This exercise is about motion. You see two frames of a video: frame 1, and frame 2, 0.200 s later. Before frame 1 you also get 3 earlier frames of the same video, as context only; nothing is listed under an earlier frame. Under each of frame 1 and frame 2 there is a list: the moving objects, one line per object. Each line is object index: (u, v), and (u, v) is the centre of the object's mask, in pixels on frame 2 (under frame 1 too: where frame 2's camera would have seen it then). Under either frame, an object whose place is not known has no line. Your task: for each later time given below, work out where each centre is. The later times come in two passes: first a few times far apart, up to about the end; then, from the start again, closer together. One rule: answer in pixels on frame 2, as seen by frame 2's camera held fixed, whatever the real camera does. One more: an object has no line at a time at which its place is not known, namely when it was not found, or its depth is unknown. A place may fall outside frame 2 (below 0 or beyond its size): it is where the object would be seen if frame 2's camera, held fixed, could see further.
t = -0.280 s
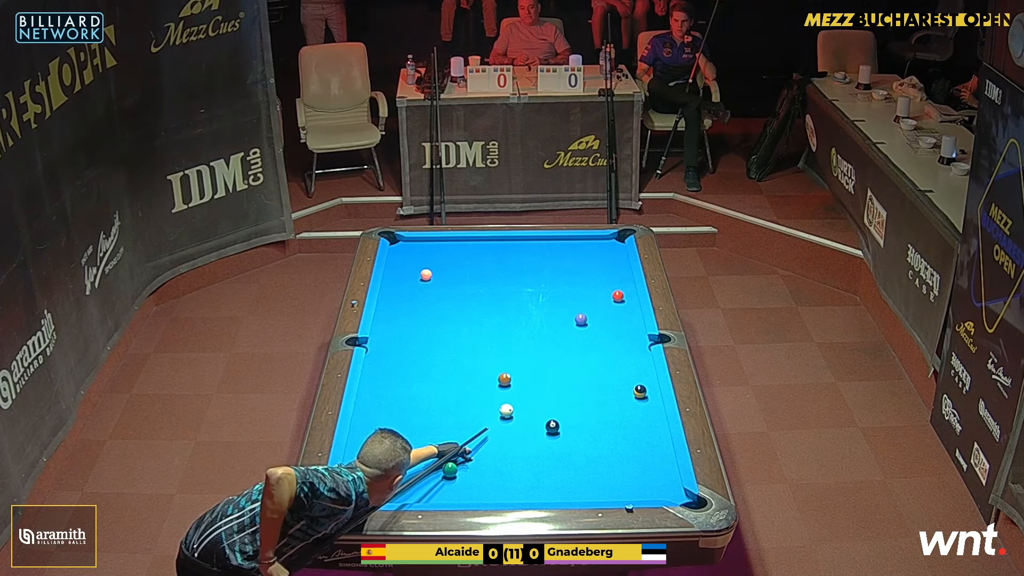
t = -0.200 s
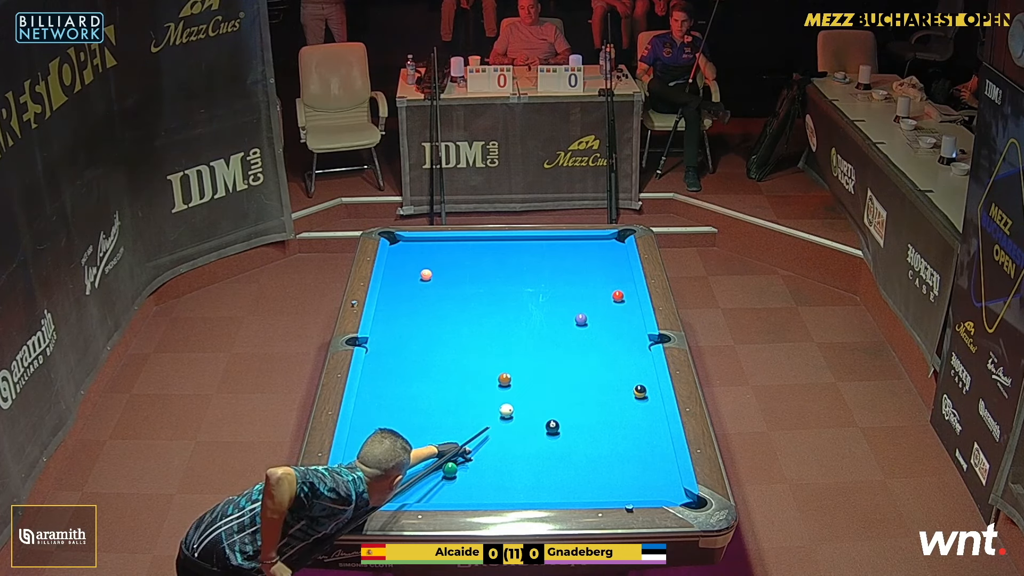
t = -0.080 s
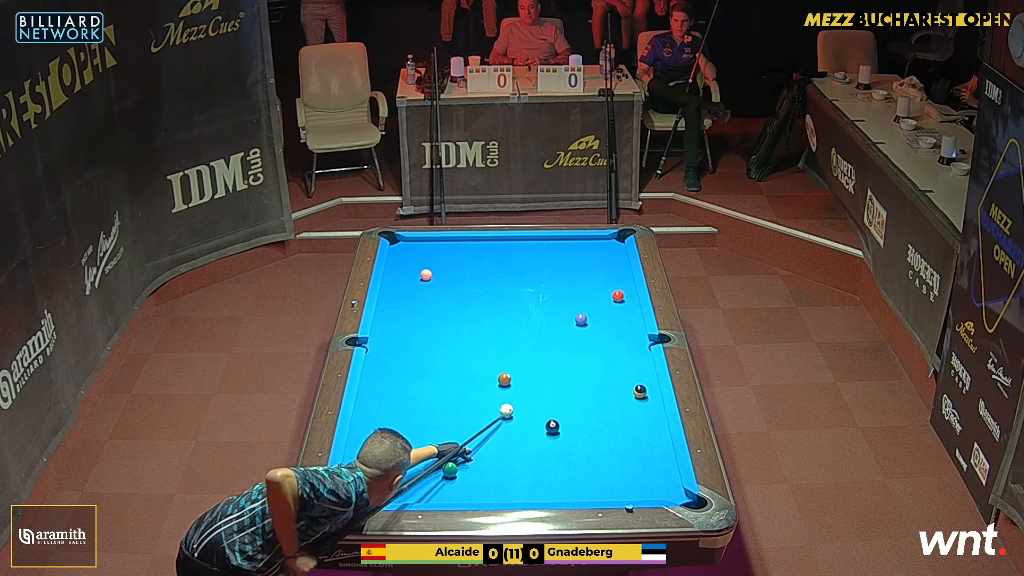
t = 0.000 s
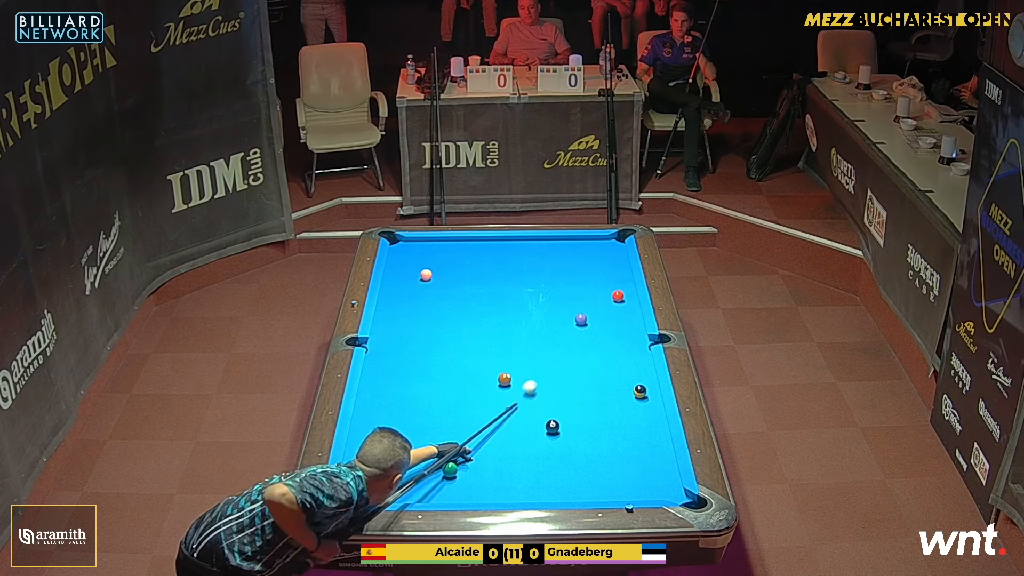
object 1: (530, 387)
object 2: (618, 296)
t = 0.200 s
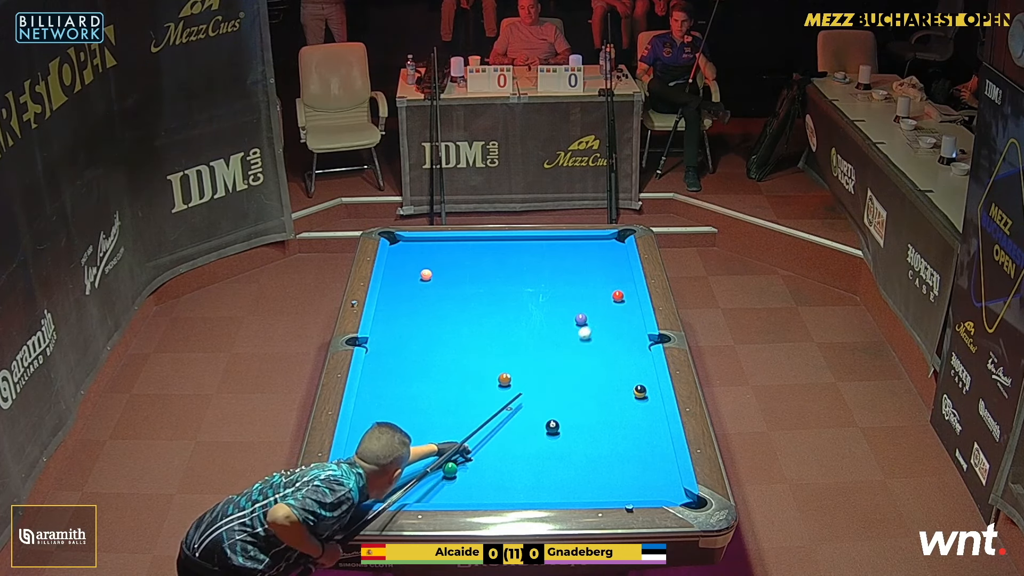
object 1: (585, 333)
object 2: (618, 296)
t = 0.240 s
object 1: (594, 324)
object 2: (618, 296)
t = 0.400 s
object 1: (625, 301)
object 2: (620, 288)
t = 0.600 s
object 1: (623, 303)
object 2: (623, 256)
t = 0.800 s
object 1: (611, 305)
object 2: (619, 238)
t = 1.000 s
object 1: (599, 307)
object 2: (616, 238)
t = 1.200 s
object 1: (588, 309)
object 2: (620, 241)
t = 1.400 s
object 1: (576, 311)
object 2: (618, 243)
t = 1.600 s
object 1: (566, 314)
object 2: (615, 245)
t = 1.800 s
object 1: (557, 316)
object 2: (614, 246)
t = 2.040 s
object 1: (546, 318)
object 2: (612, 248)
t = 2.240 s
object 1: (537, 320)
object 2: (611, 249)
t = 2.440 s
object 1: (529, 321)
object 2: (610, 250)
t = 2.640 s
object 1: (522, 323)
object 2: (609, 251)
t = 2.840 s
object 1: (515, 324)
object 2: (608, 252)
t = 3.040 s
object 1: (509, 325)
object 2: (608, 252)
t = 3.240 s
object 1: (503, 326)
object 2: (608, 252)
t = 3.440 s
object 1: (498, 327)
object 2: (608, 252)
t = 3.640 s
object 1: (494, 328)
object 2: (608, 252)
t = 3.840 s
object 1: (490, 329)
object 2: (608, 252)
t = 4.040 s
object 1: (486, 329)
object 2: (608, 252)
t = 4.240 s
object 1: (484, 329)
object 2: (608, 252)
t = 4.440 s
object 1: (482, 330)
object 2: (608, 252)
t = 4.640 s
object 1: (480, 330)
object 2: (608, 252)
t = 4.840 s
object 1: (480, 330)
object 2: (608, 252)
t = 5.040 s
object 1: (479, 330)
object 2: (608, 252)
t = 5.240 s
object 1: (479, 330)
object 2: (608, 252)
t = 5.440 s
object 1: (479, 330)
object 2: (608, 252)
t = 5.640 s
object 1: (479, 330)
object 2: (608, 252)
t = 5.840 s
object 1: (479, 330)
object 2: (608, 252)
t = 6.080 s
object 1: (479, 330)
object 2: (608, 252)
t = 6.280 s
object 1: (479, 330)
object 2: (608, 252)
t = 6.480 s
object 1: (479, 330)
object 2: (608, 252)
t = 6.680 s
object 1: (479, 330)
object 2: (608, 252)
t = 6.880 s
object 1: (479, 330)
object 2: (608, 252)
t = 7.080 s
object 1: (479, 330)
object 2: (608, 252)
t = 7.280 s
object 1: (479, 330)
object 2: (608, 252)
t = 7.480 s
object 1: (479, 330)
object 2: (608, 252)
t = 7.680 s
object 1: (479, 330)
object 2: (608, 252)
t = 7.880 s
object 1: (479, 330)
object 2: (608, 252)
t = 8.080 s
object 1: (479, 330)
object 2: (608, 252)
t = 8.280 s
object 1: (479, 330)
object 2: (608, 252)
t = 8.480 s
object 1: (479, 330)
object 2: (608, 252)
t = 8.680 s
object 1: (479, 330)
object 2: (608, 252)
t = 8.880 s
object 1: (479, 330)
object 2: (608, 252)
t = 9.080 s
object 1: (479, 330)
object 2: (608, 252)
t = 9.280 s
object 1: (479, 330)
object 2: (608, 252)
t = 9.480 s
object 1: (479, 330)
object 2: (608, 252)
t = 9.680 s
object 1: (479, 330)
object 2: (608, 252)
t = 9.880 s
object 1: (479, 330)
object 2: (608, 252)
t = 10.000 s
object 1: (479, 330)
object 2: (608, 252)
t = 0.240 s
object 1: (594, 324)
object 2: (618, 296)
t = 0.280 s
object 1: (603, 315)
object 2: (618, 296)
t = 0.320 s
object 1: (611, 307)
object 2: (618, 296)
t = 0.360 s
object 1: (619, 301)
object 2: (618, 292)
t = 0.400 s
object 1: (625, 301)
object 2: (620, 288)
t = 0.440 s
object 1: (631, 301)
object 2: (621, 280)
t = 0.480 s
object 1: (632, 301)
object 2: (622, 274)
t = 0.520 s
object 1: (628, 302)
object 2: (623, 267)
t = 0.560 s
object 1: (626, 302)
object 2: (624, 261)
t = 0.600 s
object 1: (623, 303)
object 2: (623, 256)
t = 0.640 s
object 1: (621, 303)
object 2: (620, 251)
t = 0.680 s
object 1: (618, 304)
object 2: (618, 246)
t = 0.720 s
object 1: (616, 304)
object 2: (615, 242)
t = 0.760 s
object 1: (613, 304)
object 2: (613, 238)
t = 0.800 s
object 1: (611, 305)
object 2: (619, 238)
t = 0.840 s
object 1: (608, 305)
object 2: (622, 238)
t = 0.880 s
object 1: (606, 306)
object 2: (619, 238)
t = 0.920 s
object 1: (604, 306)
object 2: (615, 237)
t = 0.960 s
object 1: (601, 307)
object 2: (615, 237)
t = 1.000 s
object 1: (599, 307)
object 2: (616, 238)
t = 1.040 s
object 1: (597, 308)
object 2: (617, 239)
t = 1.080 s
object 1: (594, 308)
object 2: (617, 239)
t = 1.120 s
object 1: (592, 309)
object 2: (618, 240)
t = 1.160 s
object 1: (590, 309)
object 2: (619, 240)
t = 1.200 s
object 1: (588, 309)
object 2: (620, 241)
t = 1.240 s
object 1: (586, 310)
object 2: (620, 242)
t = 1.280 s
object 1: (583, 310)
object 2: (619, 242)
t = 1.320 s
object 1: (581, 310)
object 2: (619, 242)
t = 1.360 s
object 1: (578, 310)
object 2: (618, 243)
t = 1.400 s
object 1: (576, 311)
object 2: (618, 243)
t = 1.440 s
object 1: (574, 312)
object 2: (617, 244)
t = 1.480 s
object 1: (572, 312)
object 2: (617, 244)
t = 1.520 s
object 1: (570, 313)
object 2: (616, 244)
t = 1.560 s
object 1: (568, 313)
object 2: (616, 245)
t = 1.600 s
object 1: (566, 314)
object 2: (615, 245)
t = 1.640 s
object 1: (564, 314)
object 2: (615, 245)
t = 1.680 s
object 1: (562, 315)
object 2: (615, 246)
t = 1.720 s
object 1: (561, 315)
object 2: (614, 246)
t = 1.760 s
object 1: (559, 315)
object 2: (614, 246)
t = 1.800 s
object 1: (557, 316)
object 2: (614, 246)
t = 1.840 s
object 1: (555, 316)
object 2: (613, 247)
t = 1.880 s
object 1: (553, 317)
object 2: (613, 247)
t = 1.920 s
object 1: (551, 317)
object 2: (613, 247)
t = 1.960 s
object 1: (549, 317)
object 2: (612, 247)
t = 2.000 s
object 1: (548, 318)
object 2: (612, 248)
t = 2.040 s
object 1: (546, 318)
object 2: (612, 248)
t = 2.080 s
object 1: (544, 318)
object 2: (612, 248)
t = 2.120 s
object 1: (542, 319)
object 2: (612, 248)
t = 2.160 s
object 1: (540, 319)
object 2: (611, 248)
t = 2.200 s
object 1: (539, 319)
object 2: (611, 248)
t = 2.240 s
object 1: (537, 320)
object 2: (611, 249)
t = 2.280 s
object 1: (536, 320)
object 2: (611, 249)
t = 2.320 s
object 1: (534, 321)
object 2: (611, 249)
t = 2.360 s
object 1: (532, 321)
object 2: (611, 249)
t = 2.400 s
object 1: (531, 321)
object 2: (610, 249)
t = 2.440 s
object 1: (529, 321)
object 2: (610, 250)
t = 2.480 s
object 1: (528, 322)
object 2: (610, 250)
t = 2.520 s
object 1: (526, 322)
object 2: (609, 250)
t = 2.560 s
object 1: (525, 322)
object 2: (609, 251)
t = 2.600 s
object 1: (523, 323)
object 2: (609, 251)
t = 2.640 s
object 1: (522, 323)
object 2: (609, 251)
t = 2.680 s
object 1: (520, 323)
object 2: (609, 251)
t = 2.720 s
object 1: (519, 323)
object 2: (609, 252)
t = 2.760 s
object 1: (518, 324)
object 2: (608, 251)
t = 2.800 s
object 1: (516, 324)
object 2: (608, 251)
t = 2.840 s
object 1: (515, 324)
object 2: (608, 252)
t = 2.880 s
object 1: (513, 324)
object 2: (608, 252)
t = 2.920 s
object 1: (512, 325)
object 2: (608, 252)
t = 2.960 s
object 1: (511, 325)
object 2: (608, 252)
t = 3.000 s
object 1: (510, 325)
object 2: (608, 252)
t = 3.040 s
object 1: (509, 325)
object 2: (608, 252)
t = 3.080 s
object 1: (507, 326)
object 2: (608, 252)
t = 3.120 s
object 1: (506, 326)
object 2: (608, 252)
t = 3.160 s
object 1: (505, 326)
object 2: (608, 252)
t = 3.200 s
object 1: (504, 326)
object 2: (608, 252)
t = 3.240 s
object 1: (503, 326)
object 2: (608, 252)
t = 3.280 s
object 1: (502, 327)
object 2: (608, 252)
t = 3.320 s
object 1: (501, 327)
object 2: (608, 252)
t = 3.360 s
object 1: (500, 327)
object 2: (608, 252)
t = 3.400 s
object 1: (499, 327)
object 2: (608, 252)
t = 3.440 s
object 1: (498, 327)
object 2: (608, 252)
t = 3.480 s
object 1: (497, 328)
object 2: (608, 252)
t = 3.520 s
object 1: (496, 328)
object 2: (608, 252)
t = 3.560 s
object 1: (495, 328)
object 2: (608, 252)
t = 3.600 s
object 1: (495, 328)
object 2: (608, 252)
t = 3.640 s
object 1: (494, 328)
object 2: (608, 252)
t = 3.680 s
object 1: (493, 328)
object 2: (608, 252)
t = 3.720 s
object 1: (492, 328)
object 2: (608, 252)
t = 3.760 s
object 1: (491, 328)
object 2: (608, 252)
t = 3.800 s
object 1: (490, 329)
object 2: (608, 252)
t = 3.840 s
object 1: (490, 329)
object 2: (608, 252)
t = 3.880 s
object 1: (489, 329)
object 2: (608, 252)
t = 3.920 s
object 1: (488, 329)
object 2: (608, 252)
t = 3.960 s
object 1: (488, 329)
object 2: (608, 252)
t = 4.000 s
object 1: (487, 329)
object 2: (608, 252)
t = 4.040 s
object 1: (486, 329)
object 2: (608, 252)
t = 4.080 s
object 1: (486, 329)
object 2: (608, 252)
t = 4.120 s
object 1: (485, 329)
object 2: (608, 252)
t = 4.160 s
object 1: (485, 329)
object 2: (608, 252)
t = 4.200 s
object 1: (484, 329)
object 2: (608, 252)
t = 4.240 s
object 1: (484, 329)
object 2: (608, 252)
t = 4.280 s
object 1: (483, 329)
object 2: (608, 252)
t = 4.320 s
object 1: (483, 329)
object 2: (608, 252)
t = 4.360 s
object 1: (482, 330)
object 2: (608, 252)
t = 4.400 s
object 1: (482, 330)
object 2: (608, 252)
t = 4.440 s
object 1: (482, 330)
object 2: (608, 252)
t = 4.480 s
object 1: (481, 330)
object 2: (608, 252)
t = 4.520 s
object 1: (481, 330)
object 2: (608, 252)
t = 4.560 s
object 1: (481, 330)
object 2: (608, 252)
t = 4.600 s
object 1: (481, 330)
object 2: (608, 252)
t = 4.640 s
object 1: (480, 330)
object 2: (608, 252)
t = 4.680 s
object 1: (480, 330)
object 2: (608, 252)
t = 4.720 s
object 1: (480, 330)
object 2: (608, 252)
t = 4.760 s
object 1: (480, 330)
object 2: (608, 252)
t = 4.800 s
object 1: (480, 330)
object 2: (608, 252)
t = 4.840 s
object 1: (480, 330)
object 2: (608, 252)
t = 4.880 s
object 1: (480, 330)
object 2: (608, 252)
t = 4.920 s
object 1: (479, 330)
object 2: (608, 252)
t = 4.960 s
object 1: (479, 330)
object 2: (608, 252)
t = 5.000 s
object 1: (479, 330)
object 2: (608, 252)
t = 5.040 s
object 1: (479, 330)
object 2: (608, 252)
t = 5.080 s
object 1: (479, 330)
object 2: (608, 252)
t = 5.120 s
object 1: (479, 330)
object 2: (608, 252)
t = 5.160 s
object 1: (479, 330)
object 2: (608, 252)
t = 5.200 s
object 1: (479, 330)
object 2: (608, 252)
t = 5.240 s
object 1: (479, 330)
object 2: (608, 252)
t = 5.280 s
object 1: (479, 330)
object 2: (608, 252)
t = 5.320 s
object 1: (479, 330)
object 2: (608, 252)
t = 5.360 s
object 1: (479, 330)
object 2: (608, 252)
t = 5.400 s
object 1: (479, 330)
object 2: (608, 252)
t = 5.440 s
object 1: (479, 330)
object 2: (608, 252)
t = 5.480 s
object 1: (479, 330)
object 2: (608, 252)
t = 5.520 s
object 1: (479, 330)
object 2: (608, 252)
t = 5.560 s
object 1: (479, 330)
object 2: (608, 252)
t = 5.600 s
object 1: (479, 330)
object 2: (608, 252)
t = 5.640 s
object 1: (479, 330)
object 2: (608, 252)
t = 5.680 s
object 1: (479, 330)
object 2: (608, 252)
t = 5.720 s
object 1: (479, 330)
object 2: (608, 252)
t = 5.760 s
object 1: (479, 330)
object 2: (608, 252)
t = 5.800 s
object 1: (479, 330)
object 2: (608, 252)
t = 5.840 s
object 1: (479, 330)
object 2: (608, 252)
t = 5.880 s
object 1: (479, 330)
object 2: (608, 252)
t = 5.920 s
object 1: (479, 330)
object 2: (608, 252)
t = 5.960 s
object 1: (479, 330)
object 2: (608, 252)
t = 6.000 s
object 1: (479, 330)
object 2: (608, 252)
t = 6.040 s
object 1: (479, 330)
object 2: (608, 252)
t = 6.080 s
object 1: (479, 330)
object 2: (608, 252)
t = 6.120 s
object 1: (479, 330)
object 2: (608, 252)
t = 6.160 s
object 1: (479, 330)
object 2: (608, 252)
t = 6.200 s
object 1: (479, 330)
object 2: (608, 252)
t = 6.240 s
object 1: (479, 330)
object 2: (608, 252)
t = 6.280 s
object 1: (479, 330)
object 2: (608, 252)
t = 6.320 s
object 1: (479, 330)
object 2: (608, 252)
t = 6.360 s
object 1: (479, 330)
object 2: (608, 252)
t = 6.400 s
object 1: (479, 330)
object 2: (608, 252)
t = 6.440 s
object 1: (479, 330)
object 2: (608, 252)
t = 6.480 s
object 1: (479, 330)
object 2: (608, 252)
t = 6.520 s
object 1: (479, 330)
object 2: (608, 252)
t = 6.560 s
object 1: (479, 330)
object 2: (608, 252)
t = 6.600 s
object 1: (479, 330)
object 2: (608, 252)
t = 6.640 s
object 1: (479, 330)
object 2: (608, 252)
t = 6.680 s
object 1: (479, 330)
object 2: (608, 252)
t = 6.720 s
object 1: (479, 330)
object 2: (608, 252)
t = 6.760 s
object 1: (479, 330)
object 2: (608, 252)
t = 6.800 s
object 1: (479, 330)
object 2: (608, 252)
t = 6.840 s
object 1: (479, 330)
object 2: (608, 252)
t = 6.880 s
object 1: (479, 330)
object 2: (608, 252)
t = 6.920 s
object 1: (479, 330)
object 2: (608, 252)
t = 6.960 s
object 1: (479, 330)
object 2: (608, 252)
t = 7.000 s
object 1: (479, 330)
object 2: (608, 252)
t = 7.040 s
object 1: (479, 330)
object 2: (608, 252)
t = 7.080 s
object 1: (479, 330)
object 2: (608, 252)
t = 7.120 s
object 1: (479, 330)
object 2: (608, 252)
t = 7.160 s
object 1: (479, 330)
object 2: (608, 252)
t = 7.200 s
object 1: (479, 330)
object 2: (608, 252)
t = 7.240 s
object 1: (479, 330)
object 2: (608, 252)
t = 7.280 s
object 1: (479, 330)
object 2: (608, 252)
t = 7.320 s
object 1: (479, 330)
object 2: (608, 252)
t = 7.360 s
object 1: (479, 330)
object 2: (608, 252)
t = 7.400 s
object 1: (479, 330)
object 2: (608, 252)
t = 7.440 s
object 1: (479, 330)
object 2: (608, 252)
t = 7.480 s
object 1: (479, 330)
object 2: (608, 252)
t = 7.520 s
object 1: (479, 330)
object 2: (608, 252)
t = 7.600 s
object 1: (479, 330)
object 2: (608, 252)
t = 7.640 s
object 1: (479, 330)
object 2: (608, 252)
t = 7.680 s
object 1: (479, 330)
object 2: (608, 252)
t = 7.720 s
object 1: (479, 330)
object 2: (608, 252)
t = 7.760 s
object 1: (479, 330)
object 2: (608, 252)
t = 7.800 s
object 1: (479, 330)
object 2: (608, 252)
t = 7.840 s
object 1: (479, 330)
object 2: (608, 252)
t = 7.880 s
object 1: (479, 330)
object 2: (608, 252)
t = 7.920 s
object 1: (479, 330)
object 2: (608, 252)
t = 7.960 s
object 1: (479, 330)
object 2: (608, 252)
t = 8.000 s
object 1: (479, 330)
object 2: (608, 252)
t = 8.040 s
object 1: (479, 330)
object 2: (608, 252)
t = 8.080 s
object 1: (479, 330)
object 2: (608, 252)
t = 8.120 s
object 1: (479, 330)
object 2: (608, 252)
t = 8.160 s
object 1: (479, 330)
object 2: (608, 252)
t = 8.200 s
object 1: (479, 330)
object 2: (608, 252)
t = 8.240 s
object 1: (479, 330)
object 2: (608, 252)
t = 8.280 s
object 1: (479, 330)
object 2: (608, 252)
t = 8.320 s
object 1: (479, 330)
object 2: (608, 252)
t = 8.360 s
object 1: (479, 330)
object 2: (608, 252)
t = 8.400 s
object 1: (479, 330)
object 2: (608, 252)
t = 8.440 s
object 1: (479, 330)
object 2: (608, 252)
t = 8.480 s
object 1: (479, 330)
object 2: (608, 252)
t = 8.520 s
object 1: (479, 330)
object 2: (608, 252)
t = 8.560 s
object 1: (479, 330)
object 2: (608, 252)
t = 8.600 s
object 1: (479, 330)
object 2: (608, 252)
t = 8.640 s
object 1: (479, 330)
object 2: (608, 252)
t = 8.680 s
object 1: (479, 330)
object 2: (608, 252)
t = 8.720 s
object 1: (479, 330)
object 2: (608, 252)
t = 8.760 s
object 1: (479, 330)
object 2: (608, 252)
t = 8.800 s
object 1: (479, 330)
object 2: (608, 252)
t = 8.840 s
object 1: (479, 330)
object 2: (608, 252)
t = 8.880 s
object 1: (479, 330)
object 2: (608, 252)
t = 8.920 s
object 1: (479, 330)
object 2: (608, 252)
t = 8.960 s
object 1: (479, 330)
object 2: (608, 252)
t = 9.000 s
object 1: (479, 330)
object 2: (608, 252)
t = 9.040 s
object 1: (479, 330)
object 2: (608, 252)
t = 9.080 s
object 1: (479, 330)
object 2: (608, 252)
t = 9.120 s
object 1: (479, 330)
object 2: (608, 252)
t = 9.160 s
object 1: (479, 330)
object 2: (608, 252)
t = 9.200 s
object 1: (479, 330)
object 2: (608, 252)
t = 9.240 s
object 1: (479, 330)
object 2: (608, 252)
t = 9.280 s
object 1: (479, 330)
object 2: (608, 252)
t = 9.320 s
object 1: (479, 330)
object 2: (608, 252)
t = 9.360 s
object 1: (479, 330)
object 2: (608, 252)
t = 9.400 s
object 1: (479, 330)
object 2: (608, 252)
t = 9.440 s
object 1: (479, 330)
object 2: (608, 252)
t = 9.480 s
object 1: (479, 330)
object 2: (608, 252)
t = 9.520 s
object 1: (479, 330)
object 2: (608, 252)
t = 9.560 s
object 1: (479, 330)
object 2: (608, 252)
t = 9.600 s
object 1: (479, 330)
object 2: (608, 252)
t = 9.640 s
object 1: (479, 330)
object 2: (608, 252)
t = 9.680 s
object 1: (479, 330)
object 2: (608, 252)
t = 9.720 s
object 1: (479, 330)
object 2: (608, 252)
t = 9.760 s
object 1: (479, 330)
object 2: (608, 252)
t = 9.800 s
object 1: (479, 330)
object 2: (608, 252)
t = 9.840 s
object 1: (479, 330)
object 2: (608, 252)
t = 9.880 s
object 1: (479, 330)
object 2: (608, 252)
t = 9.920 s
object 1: (479, 330)
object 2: (608, 252)
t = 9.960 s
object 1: (479, 330)
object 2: (608, 252)
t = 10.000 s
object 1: (479, 330)
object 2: (608, 252)
